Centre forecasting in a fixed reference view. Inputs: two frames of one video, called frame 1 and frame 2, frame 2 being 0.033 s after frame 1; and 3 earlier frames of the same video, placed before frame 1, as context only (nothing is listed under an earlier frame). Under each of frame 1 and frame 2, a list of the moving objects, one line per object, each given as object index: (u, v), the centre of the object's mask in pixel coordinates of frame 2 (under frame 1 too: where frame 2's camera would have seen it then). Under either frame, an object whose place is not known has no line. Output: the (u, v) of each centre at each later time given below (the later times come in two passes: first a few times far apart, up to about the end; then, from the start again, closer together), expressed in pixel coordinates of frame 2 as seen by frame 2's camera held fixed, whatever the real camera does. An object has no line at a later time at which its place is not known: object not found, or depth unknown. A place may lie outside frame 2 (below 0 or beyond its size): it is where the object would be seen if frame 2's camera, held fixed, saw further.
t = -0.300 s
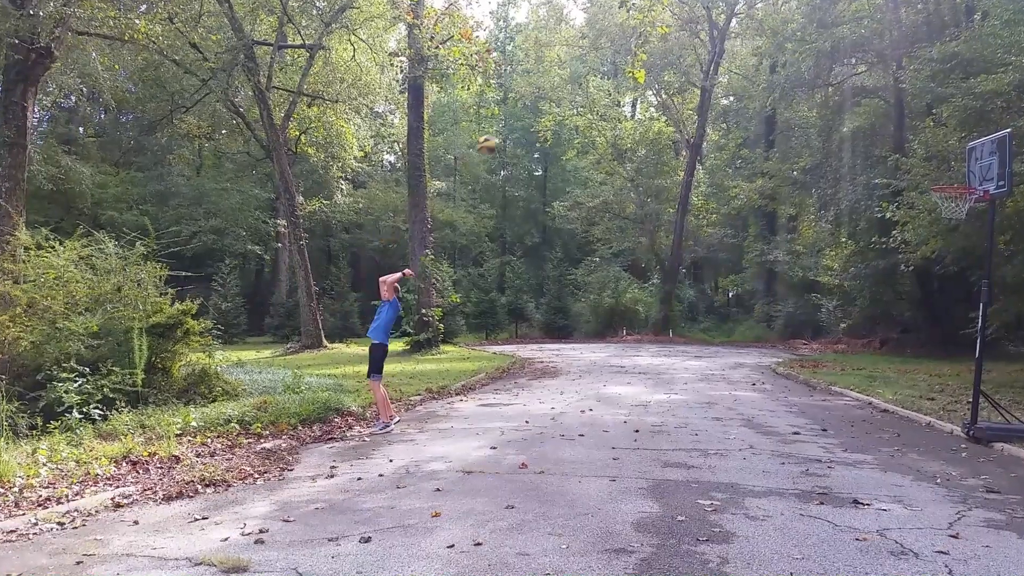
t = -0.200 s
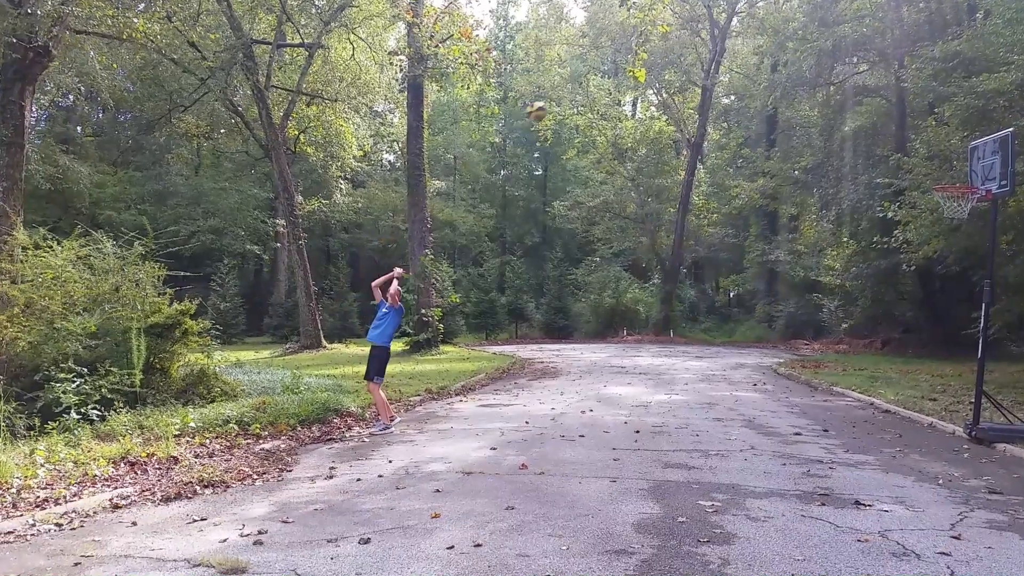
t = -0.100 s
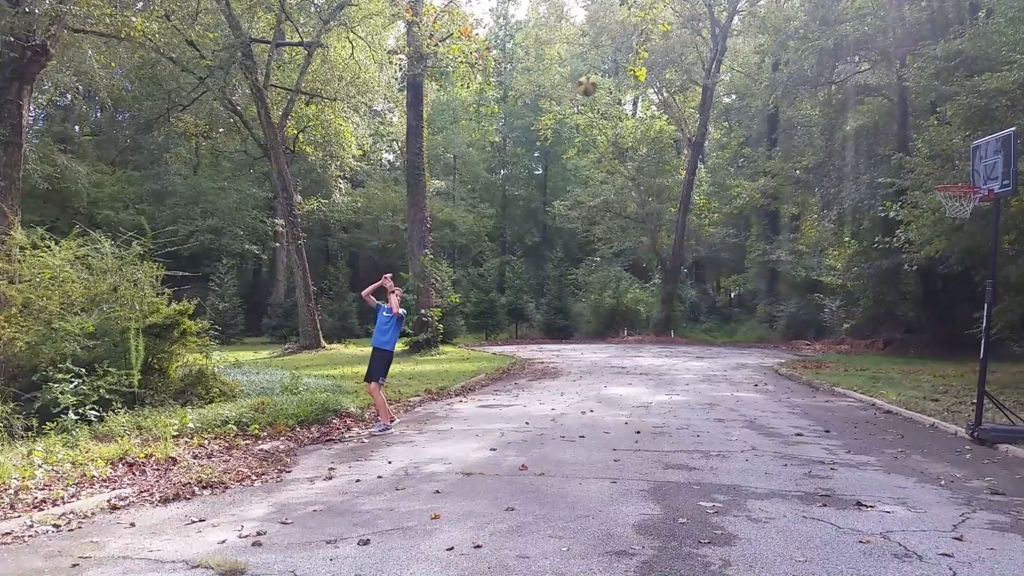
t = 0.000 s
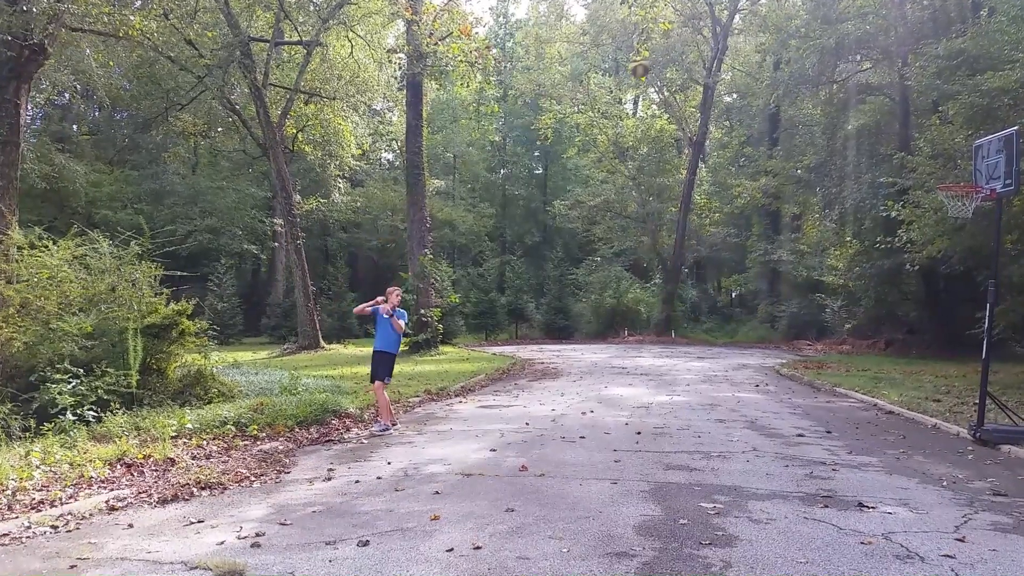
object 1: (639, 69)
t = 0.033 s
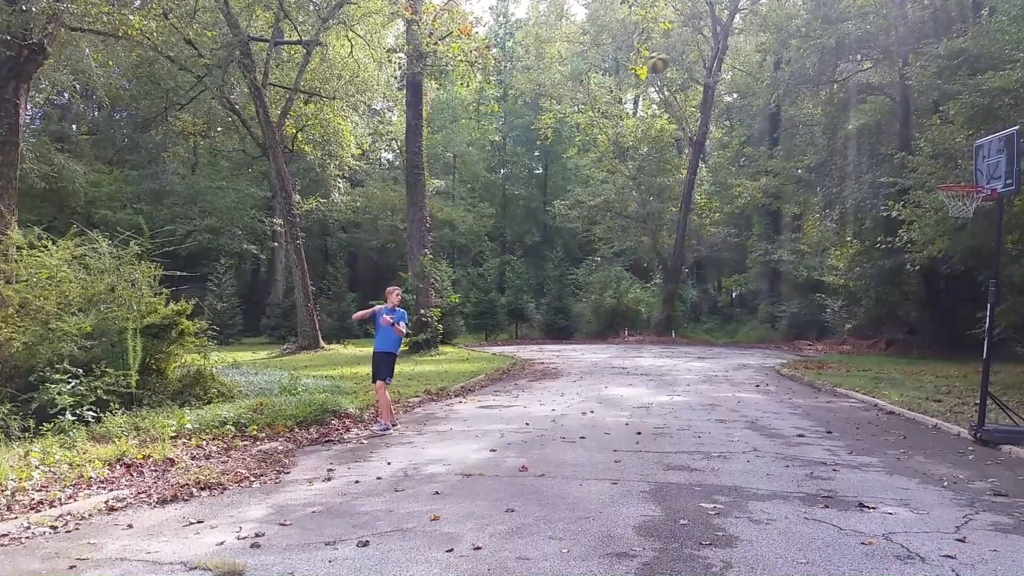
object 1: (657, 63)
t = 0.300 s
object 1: (801, 61)
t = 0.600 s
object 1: (968, 143)
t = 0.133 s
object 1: (712, 56)
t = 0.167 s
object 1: (729, 54)
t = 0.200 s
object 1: (748, 56)
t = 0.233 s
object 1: (766, 56)
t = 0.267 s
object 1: (784, 58)
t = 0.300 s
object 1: (801, 61)
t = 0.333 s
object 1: (820, 67)
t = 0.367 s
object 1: (840, 73)
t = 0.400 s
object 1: (858, 75)
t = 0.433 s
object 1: (874, 84)
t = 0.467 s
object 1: (893, 93)
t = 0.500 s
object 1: (912, 104)
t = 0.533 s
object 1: (933, 115)
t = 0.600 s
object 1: (968, 143)
